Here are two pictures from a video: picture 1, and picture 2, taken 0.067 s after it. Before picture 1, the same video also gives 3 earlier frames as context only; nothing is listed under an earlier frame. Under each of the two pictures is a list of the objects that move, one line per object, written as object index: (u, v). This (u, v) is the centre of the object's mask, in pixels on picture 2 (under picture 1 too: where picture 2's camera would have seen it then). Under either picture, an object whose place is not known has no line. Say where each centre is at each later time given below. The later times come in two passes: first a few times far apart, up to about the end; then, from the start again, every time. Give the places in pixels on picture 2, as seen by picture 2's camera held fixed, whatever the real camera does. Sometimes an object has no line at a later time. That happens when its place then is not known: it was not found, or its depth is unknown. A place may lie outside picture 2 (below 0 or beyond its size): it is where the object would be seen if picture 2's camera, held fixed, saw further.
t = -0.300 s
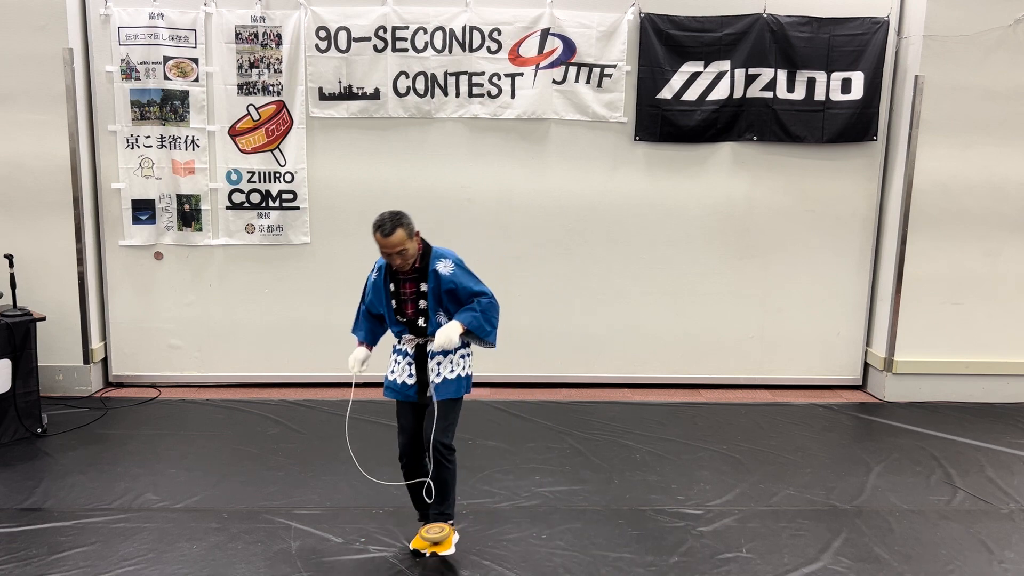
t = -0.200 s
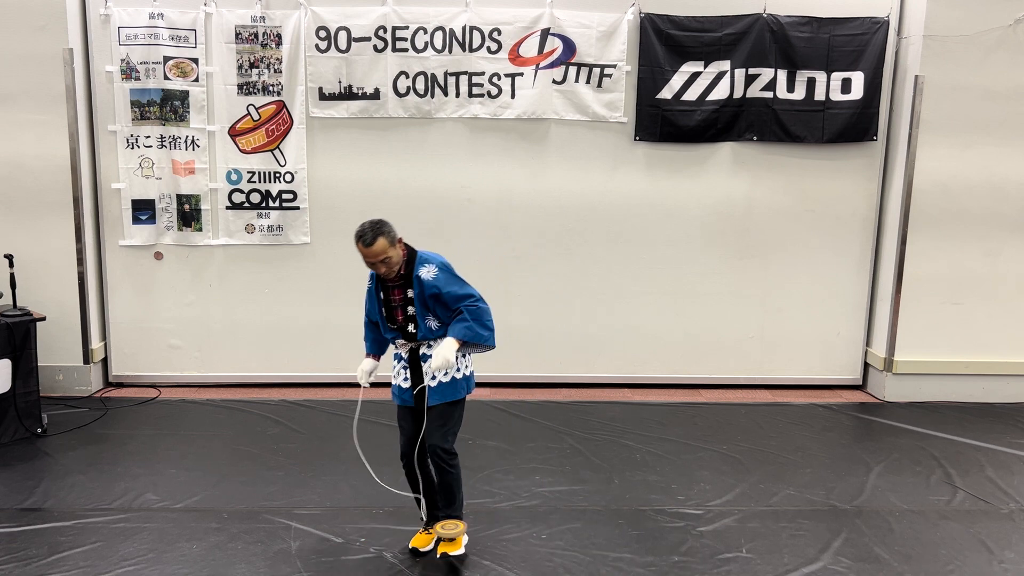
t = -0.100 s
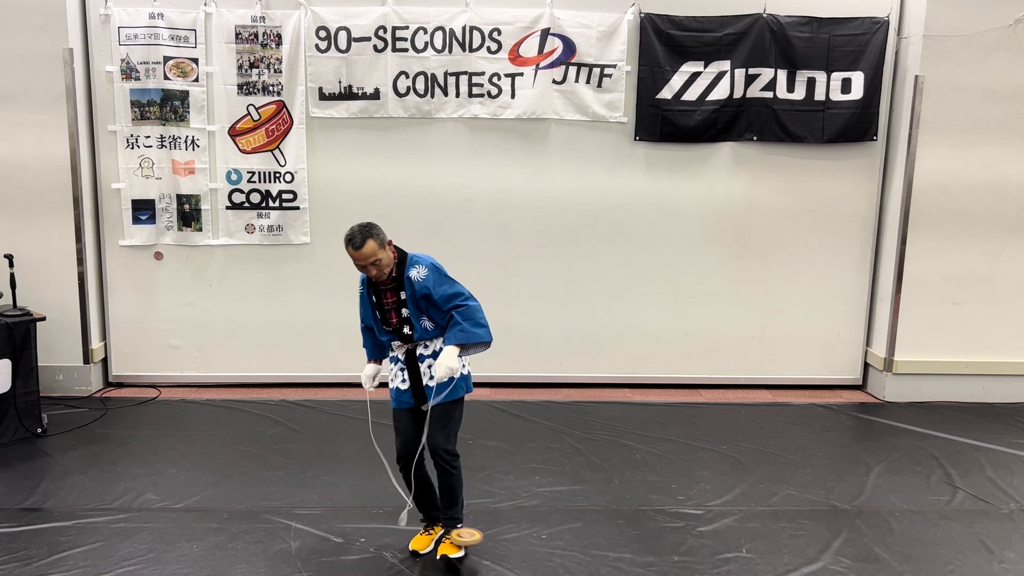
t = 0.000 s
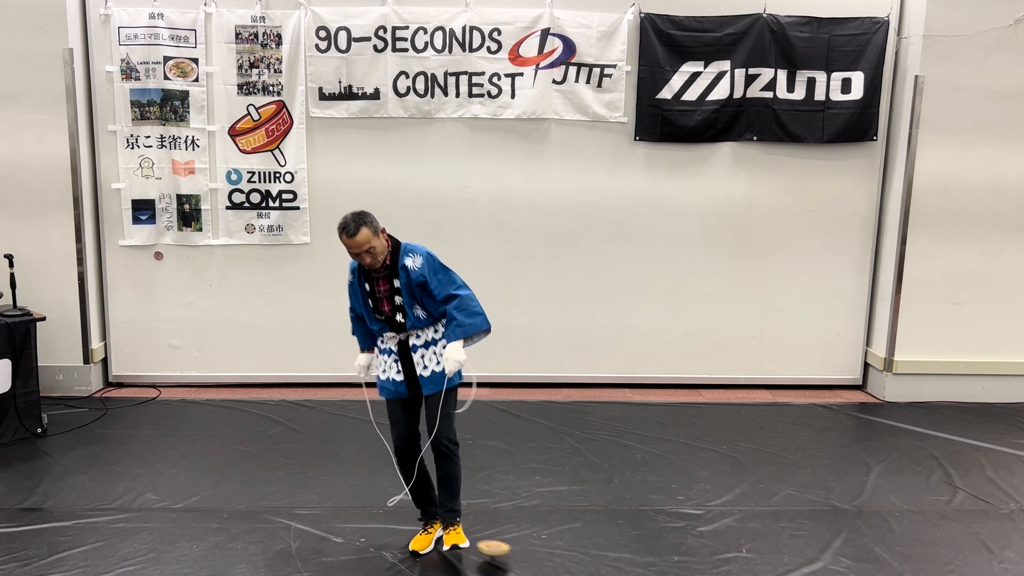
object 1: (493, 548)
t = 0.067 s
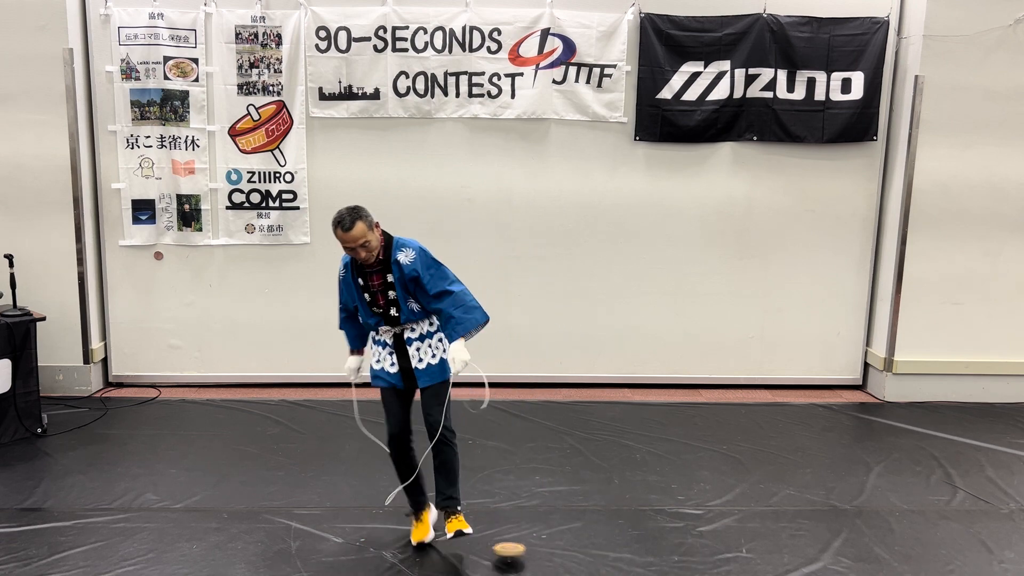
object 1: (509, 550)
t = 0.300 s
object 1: (529, 548)
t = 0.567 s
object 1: (538, 547)
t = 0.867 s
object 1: (545, 543)
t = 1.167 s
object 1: (547, 539)
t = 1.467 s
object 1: (546, 534)
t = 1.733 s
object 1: (542, 531)
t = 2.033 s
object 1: (536, 529)
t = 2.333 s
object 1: (528, 529)
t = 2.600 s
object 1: (523, 530)
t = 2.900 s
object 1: (518, 533)
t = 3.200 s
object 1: (516, 536)
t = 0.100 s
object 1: (514, 549)
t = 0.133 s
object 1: (518, 548)
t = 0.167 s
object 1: (522, 549)
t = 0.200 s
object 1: (525, 549)
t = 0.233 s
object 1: (526, 548)
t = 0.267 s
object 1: (528, 548)
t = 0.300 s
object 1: (529, 548)
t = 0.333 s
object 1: (530, 548)
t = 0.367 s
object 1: (531, 548)
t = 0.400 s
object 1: (532, 548)
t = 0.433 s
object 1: (534, 548)
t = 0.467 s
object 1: (535, 548)
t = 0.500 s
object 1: (536, 547)
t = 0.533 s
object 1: (537, 547)
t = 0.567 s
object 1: (538, 547)
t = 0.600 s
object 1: (539, 546)
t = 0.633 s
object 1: (539, 546)
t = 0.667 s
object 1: (540, 546)
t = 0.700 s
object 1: (541, 545)
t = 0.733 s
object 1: (542, 545)
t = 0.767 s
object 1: (542, 544)
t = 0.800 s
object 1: (544, 544)
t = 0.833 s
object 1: (544, 544)
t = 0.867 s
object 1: (545, 543)
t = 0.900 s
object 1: (545, 542)
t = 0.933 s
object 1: (546, 542)
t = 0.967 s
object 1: (546, 542)
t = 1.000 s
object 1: (546, 541)
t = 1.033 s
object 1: (547, 541)
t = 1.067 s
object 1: (547, 540)
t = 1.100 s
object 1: (547, 540)
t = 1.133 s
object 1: (547, 539)
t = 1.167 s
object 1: (547, 539)
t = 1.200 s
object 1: (548, 538)
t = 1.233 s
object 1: (548, 538)
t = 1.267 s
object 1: (547, 537)
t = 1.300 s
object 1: (547, 537)
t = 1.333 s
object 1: (547, 536)
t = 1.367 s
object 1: (547, 535)
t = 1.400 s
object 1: (547, 535)
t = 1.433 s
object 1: (547, 535)
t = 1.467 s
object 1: (546, 534)
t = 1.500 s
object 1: (546, 534)
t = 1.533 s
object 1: (545, 533)
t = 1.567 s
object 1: (545, 533)
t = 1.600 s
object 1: (544, 533)
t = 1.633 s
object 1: (544, 533)
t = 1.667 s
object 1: (543, 532)
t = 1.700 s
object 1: (543, 532)
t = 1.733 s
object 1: (542, 531)
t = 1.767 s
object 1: (542, 531)
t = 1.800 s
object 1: (541, 531)
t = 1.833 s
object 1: (540, 530)
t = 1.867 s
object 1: (539, 530)
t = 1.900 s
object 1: (539, 530)
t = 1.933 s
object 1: (538, 530)
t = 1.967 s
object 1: (537, 530)
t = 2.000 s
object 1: (537, 529)
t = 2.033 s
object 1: (536, 529)
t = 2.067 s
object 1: (535, 529)
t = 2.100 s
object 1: (534, 529)
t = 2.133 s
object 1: (533, 529)
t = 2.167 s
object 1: (533, 529)
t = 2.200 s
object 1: (532, 529)
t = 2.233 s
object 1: (531, 529)
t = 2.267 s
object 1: (530, 529)
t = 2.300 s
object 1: (529, 529)
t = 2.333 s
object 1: (528, 529)
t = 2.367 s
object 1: (528, 529)
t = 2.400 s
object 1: (527, 529)
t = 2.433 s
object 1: (526, 529)
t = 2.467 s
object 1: (525, 529)
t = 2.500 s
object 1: (525, 530)
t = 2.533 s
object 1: (524, 529)
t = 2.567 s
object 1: (523, 530)
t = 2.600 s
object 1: (523, 530)
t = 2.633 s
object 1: (522, 530)
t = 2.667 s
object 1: (521, 530)
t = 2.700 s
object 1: (521, 531)
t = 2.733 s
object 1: (520, 531)
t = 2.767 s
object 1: (520, 531)
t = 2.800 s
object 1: (519, 532)
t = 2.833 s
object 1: (519, 532)
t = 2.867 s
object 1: (518, 532)
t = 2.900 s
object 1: (518, 533)
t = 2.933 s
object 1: (518, 533)
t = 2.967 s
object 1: (517, 533)
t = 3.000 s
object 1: (517, 534)
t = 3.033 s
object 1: (517, 534)
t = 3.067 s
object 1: (517, 535)
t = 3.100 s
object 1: (517, 535)
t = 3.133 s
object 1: (517, 535)
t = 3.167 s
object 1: (516, 536)
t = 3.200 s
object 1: (516, 536)
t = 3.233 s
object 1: (517, 537)
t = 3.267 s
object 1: (516, 537)
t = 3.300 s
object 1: (517, 537)
